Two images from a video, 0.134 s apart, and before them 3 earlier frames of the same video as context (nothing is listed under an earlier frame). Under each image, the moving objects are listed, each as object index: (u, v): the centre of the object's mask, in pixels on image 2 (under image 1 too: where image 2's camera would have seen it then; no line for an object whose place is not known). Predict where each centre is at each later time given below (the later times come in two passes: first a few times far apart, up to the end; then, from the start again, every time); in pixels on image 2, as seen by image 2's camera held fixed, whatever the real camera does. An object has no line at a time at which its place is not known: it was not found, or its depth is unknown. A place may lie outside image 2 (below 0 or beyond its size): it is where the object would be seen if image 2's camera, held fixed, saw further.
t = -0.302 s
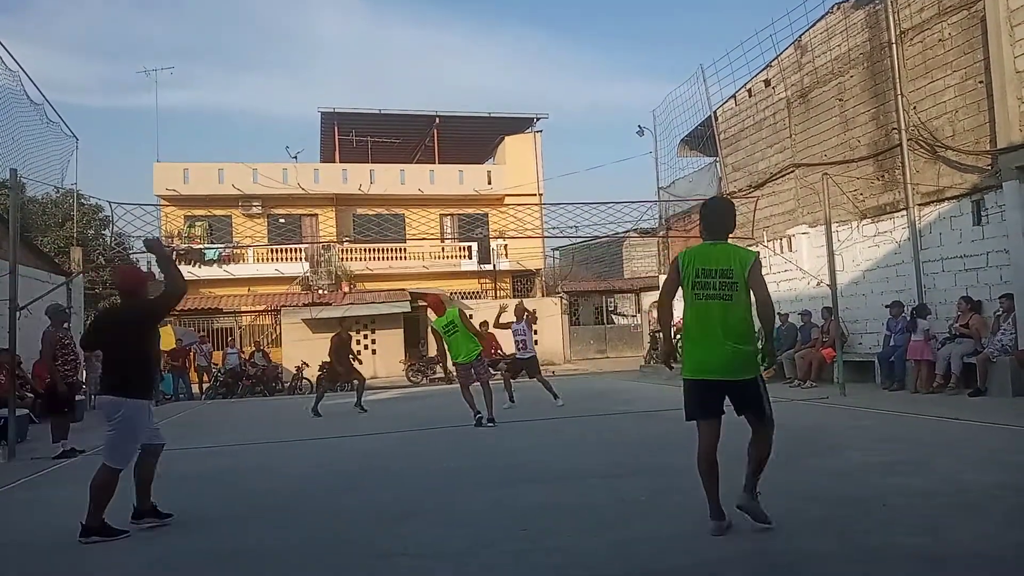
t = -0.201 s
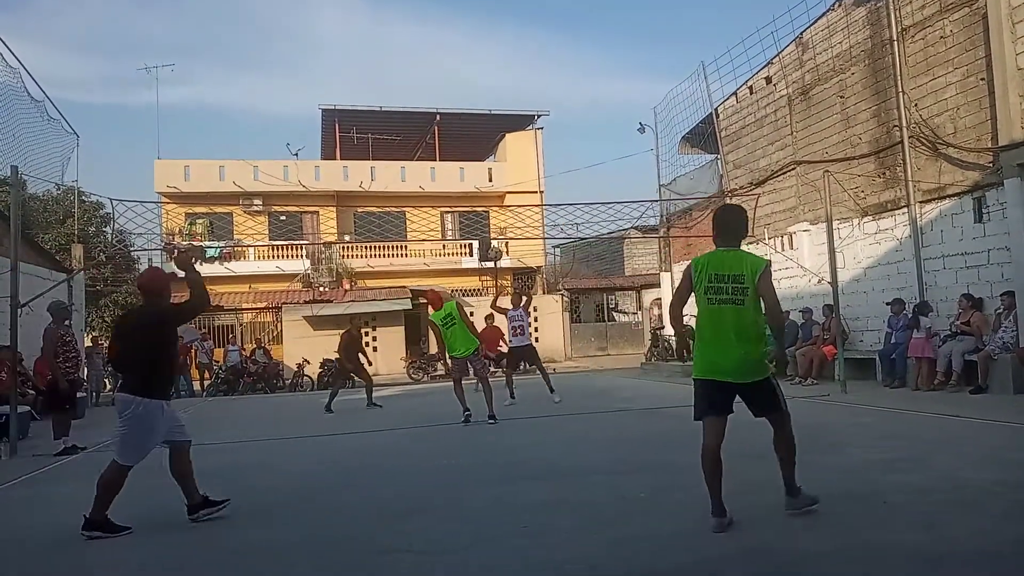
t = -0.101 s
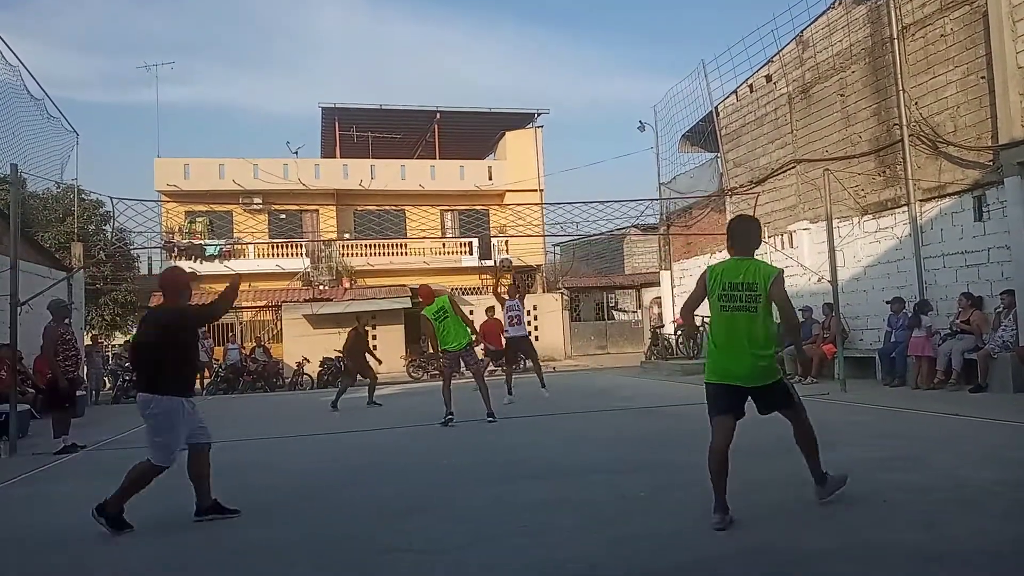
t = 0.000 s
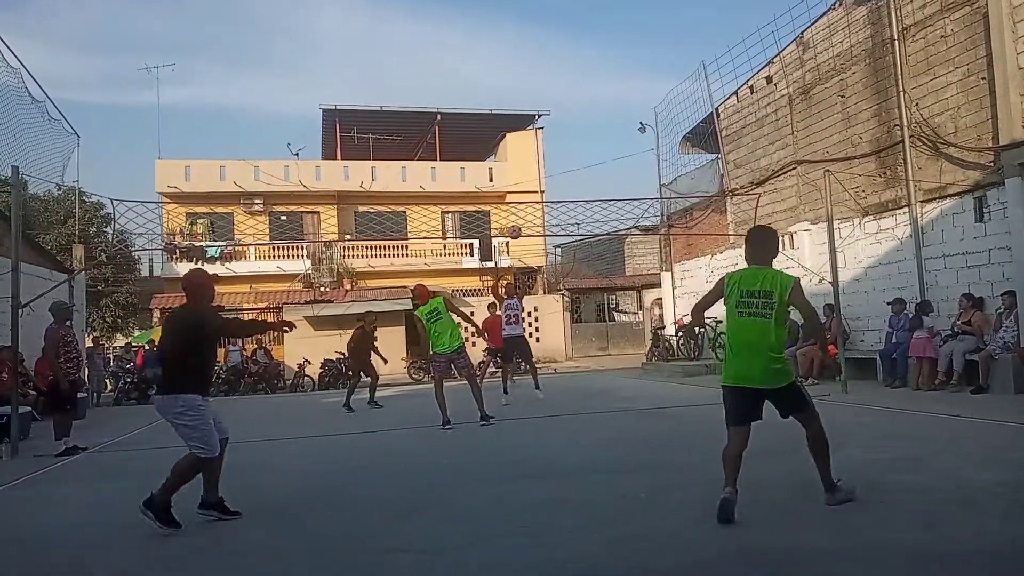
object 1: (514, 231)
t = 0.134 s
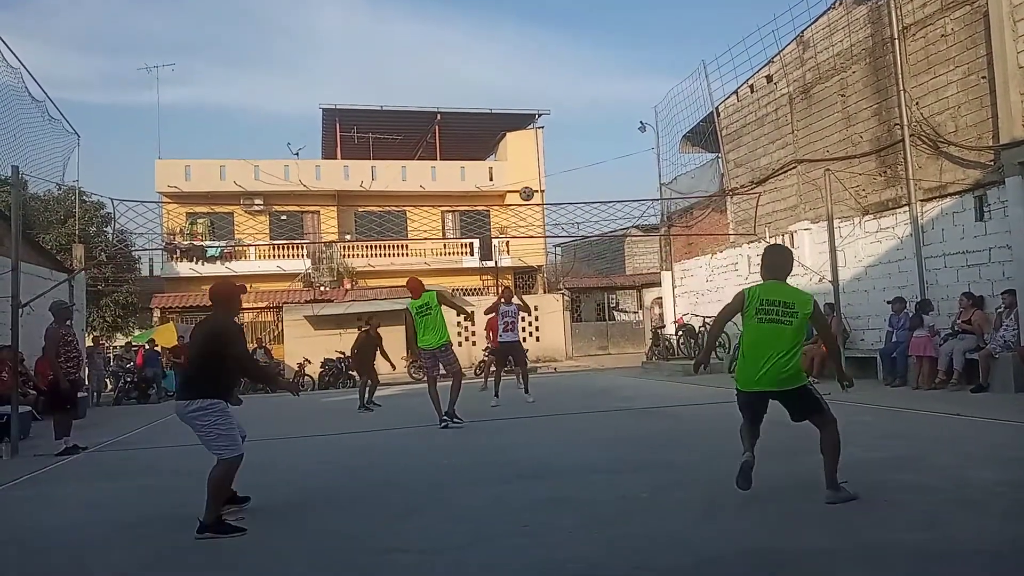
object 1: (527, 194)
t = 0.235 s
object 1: (536, 172)
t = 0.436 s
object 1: (559, 146)
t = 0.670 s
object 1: (591, 151)
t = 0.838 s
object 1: (618, 181)
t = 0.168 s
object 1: (530, 186)
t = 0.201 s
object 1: (533, 179)
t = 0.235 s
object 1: (536, 172)
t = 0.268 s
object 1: (540, 166)
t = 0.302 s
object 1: (544, 160)
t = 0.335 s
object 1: (547, 156)
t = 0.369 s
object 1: (551, 152)
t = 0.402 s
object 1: (555, 148)
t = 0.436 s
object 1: (559, 146)
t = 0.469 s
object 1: (563, 144)
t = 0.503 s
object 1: (568, 143)
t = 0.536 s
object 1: (572, 143)
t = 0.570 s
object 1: (577, 144)
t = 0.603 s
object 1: (581, 145)
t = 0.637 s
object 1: (586, 147)
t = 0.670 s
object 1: (591, 151)
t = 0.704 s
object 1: (596, 155)
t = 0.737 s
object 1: (602, 160)
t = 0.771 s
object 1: (607, 166)
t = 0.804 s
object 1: (613, 173)
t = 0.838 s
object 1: (618, 181)
